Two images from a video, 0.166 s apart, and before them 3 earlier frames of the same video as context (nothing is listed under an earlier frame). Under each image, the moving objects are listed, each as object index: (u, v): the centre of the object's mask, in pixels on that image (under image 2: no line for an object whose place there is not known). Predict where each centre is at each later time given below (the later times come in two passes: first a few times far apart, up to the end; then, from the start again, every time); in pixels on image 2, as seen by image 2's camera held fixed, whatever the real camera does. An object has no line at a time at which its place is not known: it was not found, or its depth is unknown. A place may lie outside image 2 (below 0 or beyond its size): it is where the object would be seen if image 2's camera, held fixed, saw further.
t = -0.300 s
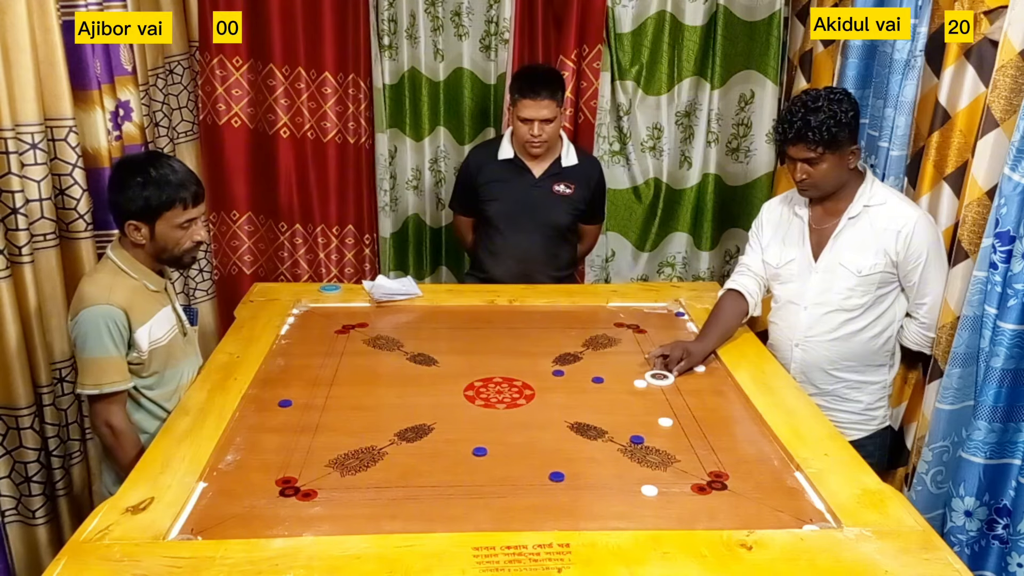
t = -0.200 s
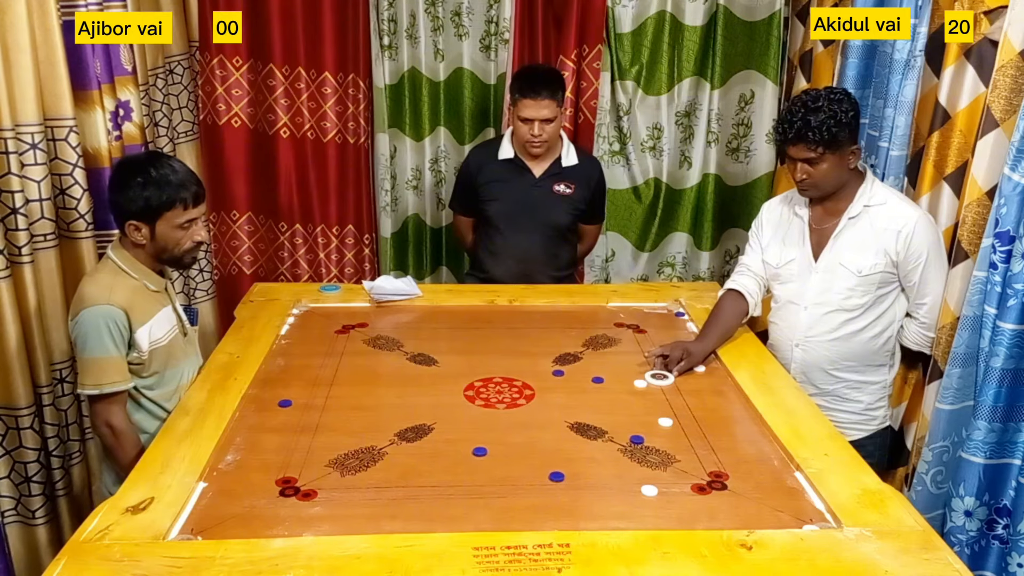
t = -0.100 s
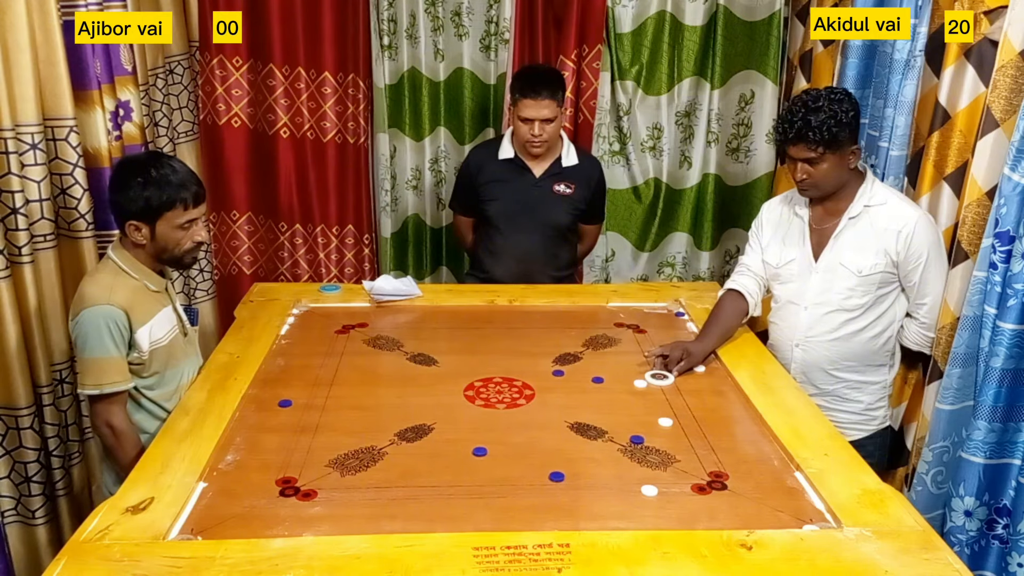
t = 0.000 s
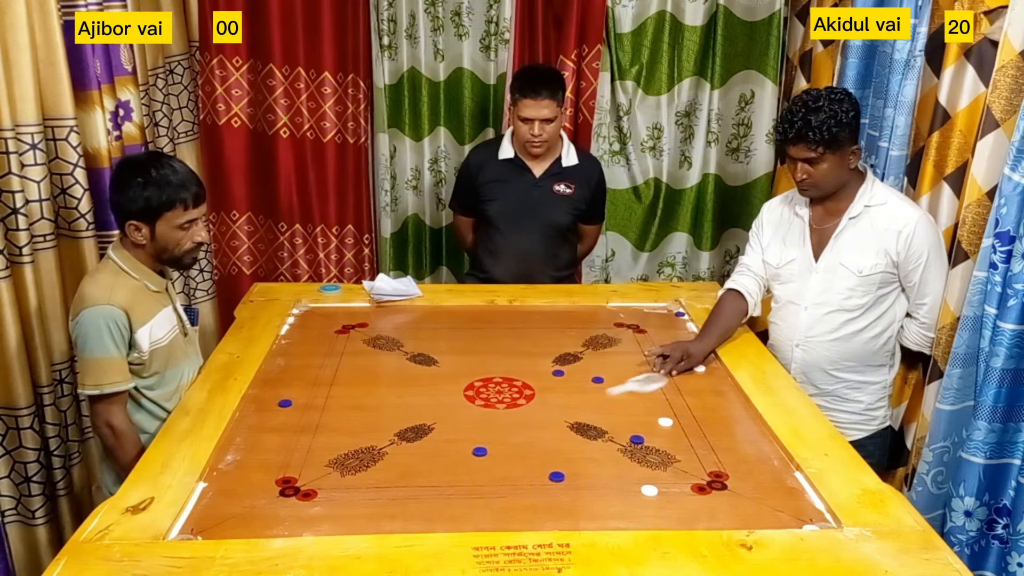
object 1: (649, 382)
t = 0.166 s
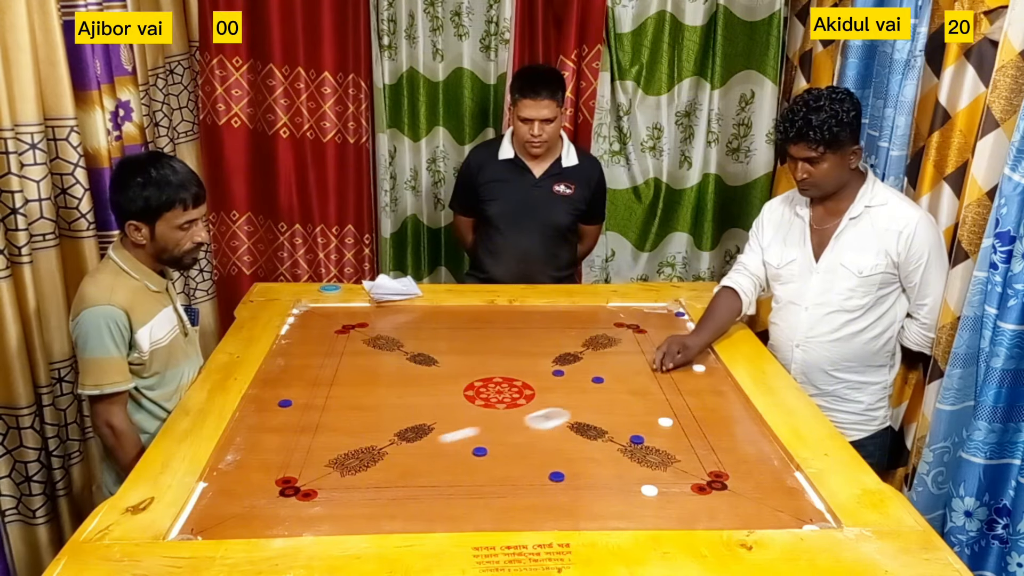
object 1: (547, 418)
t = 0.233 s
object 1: (505, 434)
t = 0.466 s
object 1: (373, 469)
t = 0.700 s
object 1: (245, 486)
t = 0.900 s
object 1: (215, 490)
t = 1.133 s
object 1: (215, 490)
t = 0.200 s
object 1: (526, 426)
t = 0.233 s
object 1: (505, 434)
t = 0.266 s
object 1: (484, 441)
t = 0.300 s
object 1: (466, 446)
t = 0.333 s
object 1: (447, 450)
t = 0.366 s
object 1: (428, 456)
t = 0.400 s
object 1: (410, 460)
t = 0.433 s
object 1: (391, 465)
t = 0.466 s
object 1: (373, 469)
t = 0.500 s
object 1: (355, 474)
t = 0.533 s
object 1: (337, 478)
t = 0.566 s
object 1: (317, 480)
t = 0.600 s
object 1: (298, 482)
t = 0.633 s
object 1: (280, 483)
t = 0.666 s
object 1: (263, 485)
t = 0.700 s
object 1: (245, 486)
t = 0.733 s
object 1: (228, 488)
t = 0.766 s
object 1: (216, 489)
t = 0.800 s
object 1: (216, 490)
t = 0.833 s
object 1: (216, 490)
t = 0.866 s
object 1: (215, 490)
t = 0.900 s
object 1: (215, 490)
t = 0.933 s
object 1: (215, 490)
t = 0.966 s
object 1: (215, 490)
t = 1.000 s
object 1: (215, 490)
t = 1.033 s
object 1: (215, 490)
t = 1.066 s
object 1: (215, 490)
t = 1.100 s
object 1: (215, 490)
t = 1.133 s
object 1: (215, 490)
